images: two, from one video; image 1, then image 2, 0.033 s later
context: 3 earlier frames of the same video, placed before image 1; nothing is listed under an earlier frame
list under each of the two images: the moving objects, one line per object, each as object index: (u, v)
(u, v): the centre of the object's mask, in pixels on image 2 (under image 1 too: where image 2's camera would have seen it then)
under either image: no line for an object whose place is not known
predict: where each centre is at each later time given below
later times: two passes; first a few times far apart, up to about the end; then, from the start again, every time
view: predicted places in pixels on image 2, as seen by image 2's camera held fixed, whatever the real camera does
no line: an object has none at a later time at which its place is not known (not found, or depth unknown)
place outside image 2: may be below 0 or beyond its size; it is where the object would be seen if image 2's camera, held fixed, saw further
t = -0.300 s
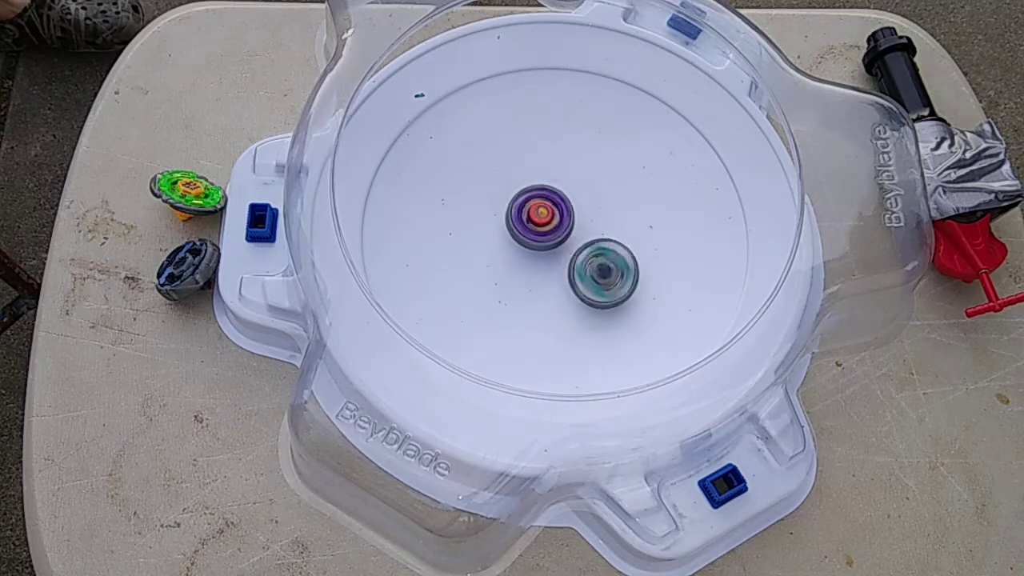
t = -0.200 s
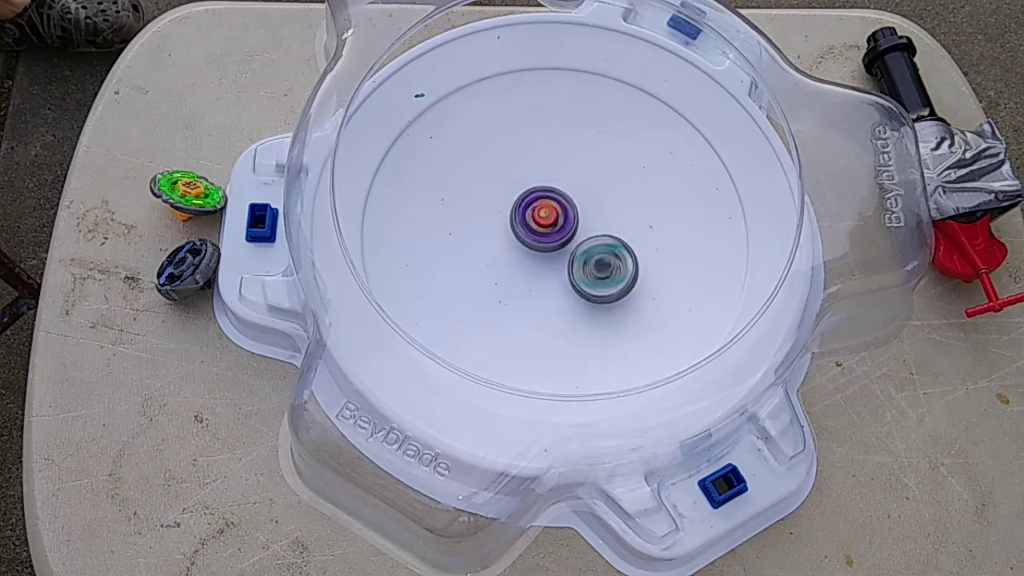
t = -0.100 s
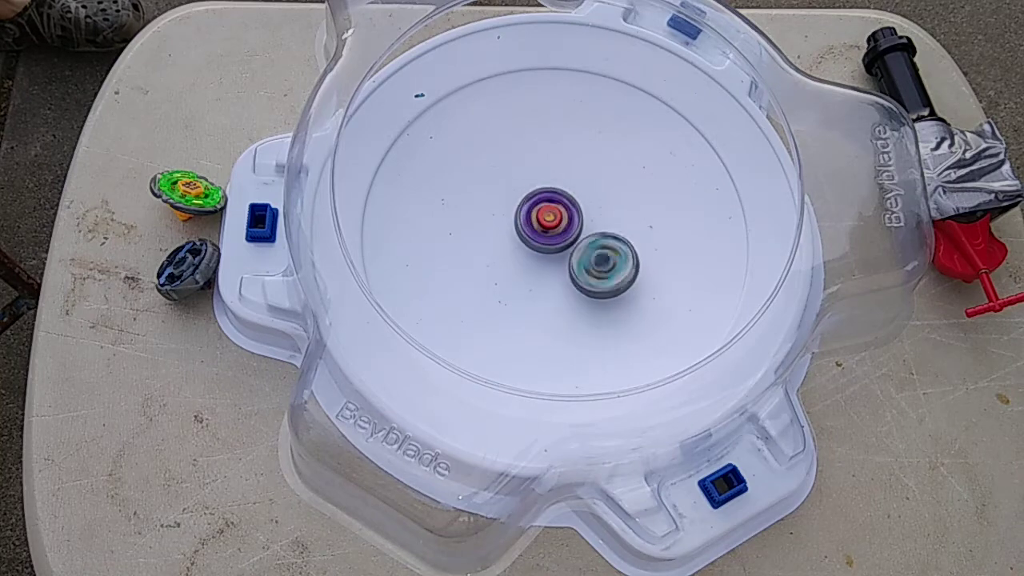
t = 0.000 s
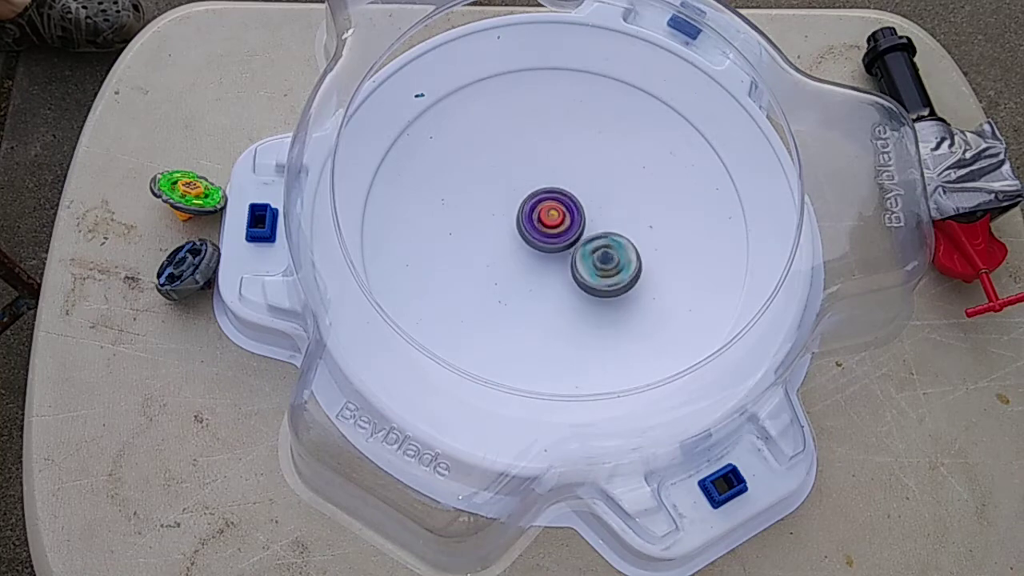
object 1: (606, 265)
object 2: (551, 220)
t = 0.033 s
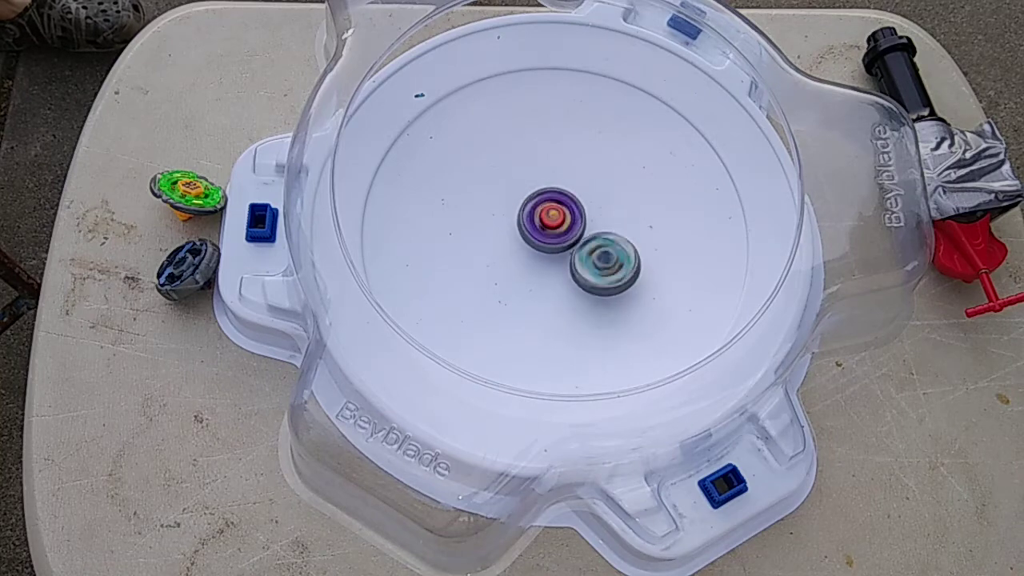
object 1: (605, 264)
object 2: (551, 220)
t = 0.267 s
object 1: (604, 262)
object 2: (549, 216)
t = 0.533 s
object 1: (604, 256)
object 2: (544, 217)
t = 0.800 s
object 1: (605, 252)
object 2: (536, 219)
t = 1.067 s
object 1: (606, 245)
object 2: (535, 225)
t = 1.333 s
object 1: (607, 243)
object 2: (530, 228)
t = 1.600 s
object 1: (605, 235)
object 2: (533, 230)
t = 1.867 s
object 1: (606, 236)
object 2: (534, 227)
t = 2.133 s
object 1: (600, 234)
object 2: (529, 223)
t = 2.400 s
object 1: (601, 229)
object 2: (529, 220)
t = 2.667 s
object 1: (599, 231)
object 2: (522, 218)
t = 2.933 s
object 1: (598, 224)
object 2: (528, 222)
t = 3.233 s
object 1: (605, 224)
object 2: (520, 226)
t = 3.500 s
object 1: (601, 219)
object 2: (526, 233)
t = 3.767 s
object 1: (603, 226)
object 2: (531, 236)
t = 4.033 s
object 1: (596, 209)
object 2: (522, 241)
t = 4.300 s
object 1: (581, 196)
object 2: (517, 245)
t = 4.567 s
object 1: (584, 201)
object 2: (516, 249)
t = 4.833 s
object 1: (578, 213)
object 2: (525, 245)
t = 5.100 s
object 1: (596, 220)
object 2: (529, 250)
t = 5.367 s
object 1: (598, 220)
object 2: (531, 244)
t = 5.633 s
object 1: (595, 220)
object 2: (528, 234)
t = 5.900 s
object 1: (596, 220)
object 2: (526, 224)
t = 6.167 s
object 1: (597, 220)
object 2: (527, 216)
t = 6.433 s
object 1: (599, 220)
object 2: (526, 214)
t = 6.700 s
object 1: (596, 220)
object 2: (525, 219)
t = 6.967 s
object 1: (594, 219)
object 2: (521, 229)
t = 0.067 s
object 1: (605, 263)
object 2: (552, 220)
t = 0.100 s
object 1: (605, 263)
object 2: (552, 220)
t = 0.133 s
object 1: (606, 263)
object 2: (552, 219)
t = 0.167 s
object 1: (605, 262)
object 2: (552, 219)
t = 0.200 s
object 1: (607, 264)
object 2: (550, 217)
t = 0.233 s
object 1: (605, 264)
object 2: (549, 217)
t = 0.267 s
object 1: (604, 262)
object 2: (549, 216)
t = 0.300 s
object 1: (604, 261)
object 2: (548, 216)
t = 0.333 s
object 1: (604, 260)
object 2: (547, 216)
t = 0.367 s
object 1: (604, 260)
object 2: (546, 216)
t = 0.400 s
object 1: (604, 259)
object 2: (546, 216)
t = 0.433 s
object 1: (604, 258)
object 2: (545, 216)
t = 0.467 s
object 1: (604, 258)
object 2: (545, 216)
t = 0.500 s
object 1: (604, 257)
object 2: (544, 216)
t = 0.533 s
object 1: (604, 256)
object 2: (544, 217)
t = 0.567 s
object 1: (604, 255)
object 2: (543, 217)
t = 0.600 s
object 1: (604, 255)
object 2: (543, 218)
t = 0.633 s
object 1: (604, 254)
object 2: (543, 219)
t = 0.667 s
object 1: (605, 253)
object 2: (542, 220)
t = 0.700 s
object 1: (607, 255)
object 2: (539, 218)
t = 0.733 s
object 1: (606, 255)
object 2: (538, 218)
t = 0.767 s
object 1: (605, 254)
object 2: (537, 219)
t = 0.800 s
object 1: (605, 252)
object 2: (536, 219)
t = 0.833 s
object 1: (605, 251)
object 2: (536, 220)
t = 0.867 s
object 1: (605, 249)
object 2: (535, 220)
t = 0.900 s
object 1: (605, 248)
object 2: (535, 221)
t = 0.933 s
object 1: (605, 248)
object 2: (534, 222)
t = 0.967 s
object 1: (606, 247)
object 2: (534, 222)
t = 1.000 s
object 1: (606, 246)
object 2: (534, 223)
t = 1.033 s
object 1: (606, 246)
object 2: (534, 224)
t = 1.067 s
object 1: (606, 245)
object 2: (535, 225)
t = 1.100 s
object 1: (605, 245)
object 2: (535, 226)
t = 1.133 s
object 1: (605, 244)
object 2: (536, 227)
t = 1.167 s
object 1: (605, 244)
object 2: (537, 228)
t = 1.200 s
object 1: (609, 246)
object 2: (533, 226)
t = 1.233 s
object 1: (609, 246)
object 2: (532, 227)
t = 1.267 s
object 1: (608, 245)
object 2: (531, 227)
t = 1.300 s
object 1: (607, 244)
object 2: (530, 227)
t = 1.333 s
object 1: (607, 243)
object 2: (530, 228)
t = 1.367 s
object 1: (607, 242)
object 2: (529, 228)
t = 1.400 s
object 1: (606, 242)
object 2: (529, 228)
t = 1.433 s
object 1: (606, 241)
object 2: (529, 229)
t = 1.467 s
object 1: (605, 239)
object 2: (529, 229)
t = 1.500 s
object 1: (605, 238)
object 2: (530, 229)
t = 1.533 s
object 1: (605, 237)
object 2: (531, 229)
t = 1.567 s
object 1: (605, 236)
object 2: (532, 230)
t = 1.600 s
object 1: (605, 235)
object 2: (533, 230)
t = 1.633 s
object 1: (605, 234)
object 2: (534, 230)
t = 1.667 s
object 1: (607, 234)
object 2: (533, 229)
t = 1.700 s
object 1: (608, 235)
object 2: (533, 229)
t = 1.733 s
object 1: (606, 235)
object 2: (534, 229)
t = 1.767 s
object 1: (606, 234)
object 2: (535, 228)
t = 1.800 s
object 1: (607, 233)
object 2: (534, 228)
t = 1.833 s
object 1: (608, 235)
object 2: (534, 227)
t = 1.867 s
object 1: (606, 236)
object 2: (534, 227)
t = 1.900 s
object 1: (605, 235)
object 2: (534, 227)
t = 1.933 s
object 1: (605, 235)
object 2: (533, 226)
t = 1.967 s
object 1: (604, 236)
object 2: (533, 225)
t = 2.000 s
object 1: (603, 236)
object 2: (532, 225)
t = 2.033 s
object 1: (602, 235)
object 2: (532, 224)
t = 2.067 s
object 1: (603, 235)
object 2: (530, 223)
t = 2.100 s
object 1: (602, 235)
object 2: (530, 223)
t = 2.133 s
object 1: (600, 234)
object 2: (529, 223)
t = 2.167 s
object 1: (599, 233)
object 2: (529, 222)
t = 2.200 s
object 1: (599, 231)
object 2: (529, 222)
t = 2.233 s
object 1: (599, 229)
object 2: (529, 222)
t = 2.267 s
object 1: (599, 229)
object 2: (529, 221)
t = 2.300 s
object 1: (600, 229)
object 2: (529, 221)
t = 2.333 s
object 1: (600, 229)
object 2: (529, 221)
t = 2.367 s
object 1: (600, 229)
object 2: (529, 221)
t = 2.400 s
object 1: (601, 229)
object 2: (529, 220)
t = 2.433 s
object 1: (601, 230)
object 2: (529, 220)
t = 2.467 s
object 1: (600, 230)
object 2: (529, 220)
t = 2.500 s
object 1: (599, 229)
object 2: (530, 220)
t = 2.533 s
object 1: (604, 230)
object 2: (526, 219)
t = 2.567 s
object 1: (605, 232)
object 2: (524, 218)
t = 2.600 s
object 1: (603, 233)
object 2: (523, 218)
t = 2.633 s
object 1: (601, 232)
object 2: (522, 218)
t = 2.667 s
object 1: (599, 231)
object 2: (522, 218)
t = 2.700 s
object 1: (597, 229)
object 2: (521, 218)
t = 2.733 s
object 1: (597, 227)
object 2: (521, 219)
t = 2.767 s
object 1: (597, 226)
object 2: (522, 219)
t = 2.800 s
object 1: (598, 225)
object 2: (522, 220)
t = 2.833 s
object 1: (598, 224)
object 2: (523, 220)
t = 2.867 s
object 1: (598, 224)
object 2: (525, 221)
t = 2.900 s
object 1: (598, 224)
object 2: (526, 222)
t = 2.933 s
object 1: (598, 224)
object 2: (528, 222)
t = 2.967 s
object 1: (603, 224)
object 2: (525, 222)
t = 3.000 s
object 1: (606, 226)
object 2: (524, 222)
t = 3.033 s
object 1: (604, 228)
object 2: (524, 223)
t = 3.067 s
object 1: (602, 228)
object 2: (524, 224)
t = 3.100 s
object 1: (599, 228)
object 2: (525, 224)
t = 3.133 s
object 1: (597, 226)
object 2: (526, 225)
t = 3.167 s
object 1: (598, 224)
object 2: (526, 226)
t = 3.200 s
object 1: (604, 224)
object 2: (521, 226)
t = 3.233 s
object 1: (605, 224)
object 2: (520, 226)
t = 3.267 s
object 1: (604, 225)
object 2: (520, 227)
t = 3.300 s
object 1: (602, 224)
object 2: (520, 228)
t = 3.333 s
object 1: (600, 222)
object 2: (520, 229)
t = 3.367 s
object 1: (599, 221)
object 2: (521, 230)
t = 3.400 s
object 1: (599, 220)
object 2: (522, 231)
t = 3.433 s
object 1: (600, 218)
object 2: (523, 231)
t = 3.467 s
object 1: (601, 218)
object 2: (524, 232)
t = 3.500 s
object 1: (601, 219)
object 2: (526, 233)
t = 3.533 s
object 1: (601, 219)
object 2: (527, 233)
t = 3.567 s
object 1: (601, 219)
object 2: (529, 234)
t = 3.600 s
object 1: (600, 219)
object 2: (531, 234)
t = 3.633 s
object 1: (600, 219)
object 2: (533, 234)
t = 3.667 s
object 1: (604, 220)
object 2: (531, 234)
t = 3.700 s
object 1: (608, 222)
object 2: (530, 235)
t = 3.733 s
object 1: (607, 225)
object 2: (531, 235)
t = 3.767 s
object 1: (603, 226)
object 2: (531, 236)
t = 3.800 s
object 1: (599, 226)
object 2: (532, 236)
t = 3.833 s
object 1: (595, 223)
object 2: (527, 237)
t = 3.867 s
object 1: (593, 219)
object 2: (525, 239)
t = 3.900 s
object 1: (592, 216)
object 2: (524, 239)
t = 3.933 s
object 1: (593, 213)
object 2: (523, 240)
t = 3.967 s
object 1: (596, 211)
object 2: (523, 241)
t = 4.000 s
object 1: (596, 210)
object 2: (522, 241)
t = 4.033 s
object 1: (596, 209)
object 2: (522, 241)
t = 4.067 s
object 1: (595, 208)
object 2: (522, 242)
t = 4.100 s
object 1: (593, 208)
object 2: (522, 242)
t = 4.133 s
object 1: (590, 208)
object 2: (523, 241)
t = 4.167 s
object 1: (586, 207)
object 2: (524, 241)
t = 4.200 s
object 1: (581, 207)
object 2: (525, 241)
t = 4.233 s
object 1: (579, 205)
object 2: (524, 241)
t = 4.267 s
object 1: (575, 204)
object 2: (523, 242)
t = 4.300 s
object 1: (581, 196)
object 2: (517, 245)
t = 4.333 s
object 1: (584, 192)
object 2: (514, 248)
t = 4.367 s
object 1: (587, 190)
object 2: (513, 249)
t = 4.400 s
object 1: (588, 190)
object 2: (513, 249)
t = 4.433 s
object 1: (588, 191)
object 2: (513, 250)
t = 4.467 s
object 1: (589, 193)
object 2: (513, 250)
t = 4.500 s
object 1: (589, 195)
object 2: (514, 250)
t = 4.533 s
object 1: (587, 198)
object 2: (515, 250)
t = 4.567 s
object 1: (584, 201)
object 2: (516, 249)
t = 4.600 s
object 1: (581, 203)
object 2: (518, 249)
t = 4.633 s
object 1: (578, 204)
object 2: (520, 248)
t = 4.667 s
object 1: (574, 205)
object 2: (522, 247)
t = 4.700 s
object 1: (571, 205)
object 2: (523, 246)
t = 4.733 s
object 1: (568, 205)
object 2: (525, 245)
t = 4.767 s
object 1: (570, 207)
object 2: (526, 245)
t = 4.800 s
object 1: (574, 210)
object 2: (526, 244)
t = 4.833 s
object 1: (578, 213)
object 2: (525, 245)
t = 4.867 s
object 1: (580, 214)
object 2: (525, 247)
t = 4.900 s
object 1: (582, 217)
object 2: (525, 248)
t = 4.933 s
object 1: (585, 219)
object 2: (525, 249)
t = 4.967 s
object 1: (587, 220)
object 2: (526, 250)
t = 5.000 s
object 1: (591, 221)
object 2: (526, 250)
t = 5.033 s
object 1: (593, 221)
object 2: (527, 250)
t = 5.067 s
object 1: (595, 221)
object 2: (528, 250)
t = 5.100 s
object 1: (596, 220)
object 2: (529, 250)
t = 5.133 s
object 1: (597, 220)
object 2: (530, 249)
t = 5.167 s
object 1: (596, 220)
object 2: (532, 249)
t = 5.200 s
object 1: (595, 220)
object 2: (533, 248)
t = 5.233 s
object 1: (597, 220)
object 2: (531, 248)
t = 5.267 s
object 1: (599, 219)
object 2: (530, 247)
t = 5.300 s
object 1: (599, 219)
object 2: (530, 246)
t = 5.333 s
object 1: (599, 219)
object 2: (531, 245)
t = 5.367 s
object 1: (598, 220)
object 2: (531, 244)
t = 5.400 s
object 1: (596, 220)
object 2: (532, 243)
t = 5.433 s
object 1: (596, 220)
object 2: (530, 242)
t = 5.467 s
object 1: (595, 220)
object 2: (530, 241)
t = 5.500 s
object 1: (595, 220)
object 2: (528, 239)
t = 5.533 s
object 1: (595, 220)
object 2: (528, 238)
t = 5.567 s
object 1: (596, 220)
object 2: (528, 237)
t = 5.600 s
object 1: (596, 220)
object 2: (528, 236)
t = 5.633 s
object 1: (595, 220)
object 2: (528, 234)
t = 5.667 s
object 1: (595, 220)
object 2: (528, 233)
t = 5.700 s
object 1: (597, 220)
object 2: (528, 232)
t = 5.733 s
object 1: (596, 220)
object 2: (528, 231)
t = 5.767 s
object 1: (597, 220)
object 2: (526, 229)
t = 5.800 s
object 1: (598, 220)
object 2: (526, 227)
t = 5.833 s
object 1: (597, 220)
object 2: (526, 226)
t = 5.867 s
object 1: (596, 220)
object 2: (526, 225)
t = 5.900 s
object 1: (596, 220)
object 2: (526, 224)
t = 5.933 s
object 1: (595, 220)
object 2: (526, 223)
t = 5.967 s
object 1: (597, 220)
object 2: (525, 221)
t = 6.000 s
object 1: (598, 220)
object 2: (525, 220)
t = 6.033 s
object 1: (599, 220)
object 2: (525, 219)
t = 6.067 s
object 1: (599, 220)
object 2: (525, 218)
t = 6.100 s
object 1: (598, 220)
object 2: (526, 218)
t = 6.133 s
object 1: (597, 220)
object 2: (527, 217)
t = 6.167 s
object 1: (597, 220)
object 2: (527, 216)
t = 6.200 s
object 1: (598, 220)
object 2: (526, 215)
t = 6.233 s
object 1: (599, 220)
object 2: (526, 214)
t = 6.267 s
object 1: (600, 220)
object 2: (526, 214)
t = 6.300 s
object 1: (600, 220)
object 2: (526, 214)
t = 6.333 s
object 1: (599, 220)
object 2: (527, 214)
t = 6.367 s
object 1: (597, 220)
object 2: (528, 214)
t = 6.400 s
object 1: (599, 220)
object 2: (526, 214)
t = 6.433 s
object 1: (599, 220)
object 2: (526, 214)
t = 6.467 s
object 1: (599, 220)
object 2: (526, 214)
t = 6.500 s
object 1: (599, 220)
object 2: (526, 215)
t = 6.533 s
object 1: (598, 220)
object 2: (527, 215)
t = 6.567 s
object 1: (598, 220)
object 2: (527, 216)
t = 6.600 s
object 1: (598, 220)
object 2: (526, 217)
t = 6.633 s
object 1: (597, 220)
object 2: (526, 217)
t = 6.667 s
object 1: (596, 220)
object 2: (526, 219)
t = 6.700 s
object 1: (596, 220)
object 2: (525, 219)
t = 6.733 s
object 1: (595, 220)
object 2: (525, 220)
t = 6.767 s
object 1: (594, 219)
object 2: (524, 221)
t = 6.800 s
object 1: (594, 219)
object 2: (523, 222)
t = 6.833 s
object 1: (594, 219)
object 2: (522, 223)
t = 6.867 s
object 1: (594, 219)
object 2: (521, 225)
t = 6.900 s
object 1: (594, 219)
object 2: (521, 226)
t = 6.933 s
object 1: (594, 219)
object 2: (521, 227)
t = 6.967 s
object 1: (594, 219)
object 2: (521, 229)
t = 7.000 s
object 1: (594, 219)
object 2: (522, 230)
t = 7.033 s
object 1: (594, 219)
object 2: (522, 231)
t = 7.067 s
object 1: (594, 219)
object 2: (523, 232)
